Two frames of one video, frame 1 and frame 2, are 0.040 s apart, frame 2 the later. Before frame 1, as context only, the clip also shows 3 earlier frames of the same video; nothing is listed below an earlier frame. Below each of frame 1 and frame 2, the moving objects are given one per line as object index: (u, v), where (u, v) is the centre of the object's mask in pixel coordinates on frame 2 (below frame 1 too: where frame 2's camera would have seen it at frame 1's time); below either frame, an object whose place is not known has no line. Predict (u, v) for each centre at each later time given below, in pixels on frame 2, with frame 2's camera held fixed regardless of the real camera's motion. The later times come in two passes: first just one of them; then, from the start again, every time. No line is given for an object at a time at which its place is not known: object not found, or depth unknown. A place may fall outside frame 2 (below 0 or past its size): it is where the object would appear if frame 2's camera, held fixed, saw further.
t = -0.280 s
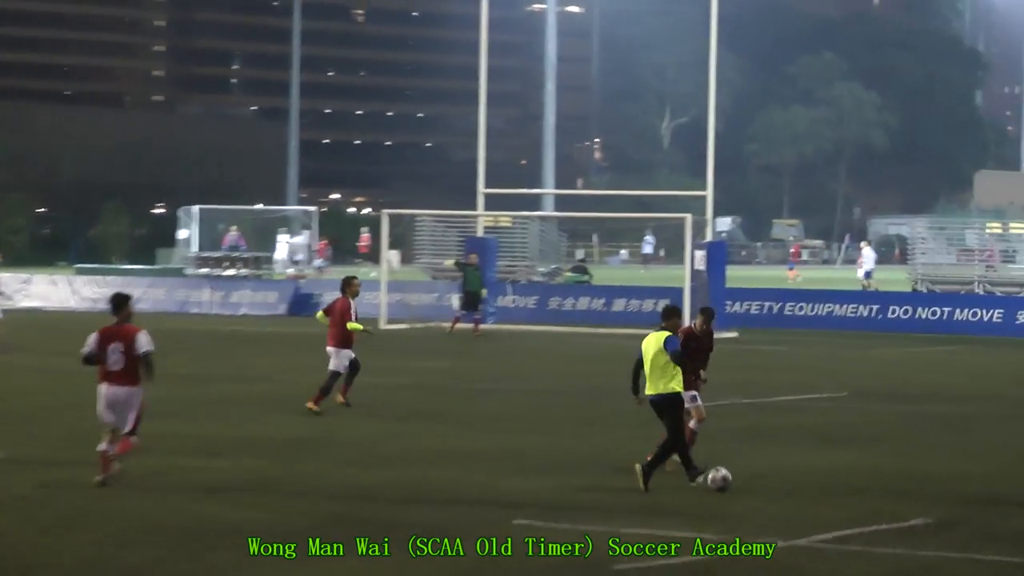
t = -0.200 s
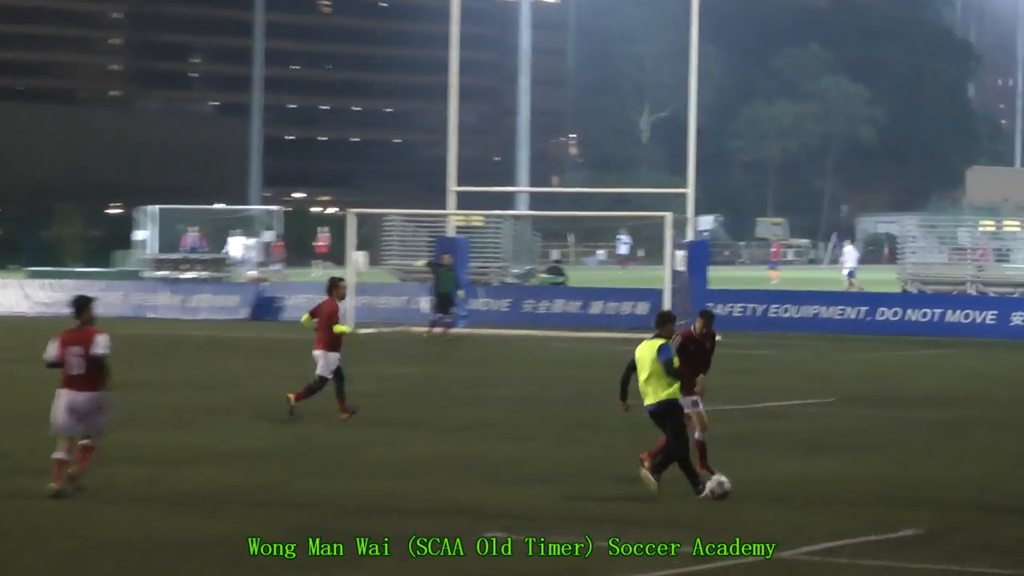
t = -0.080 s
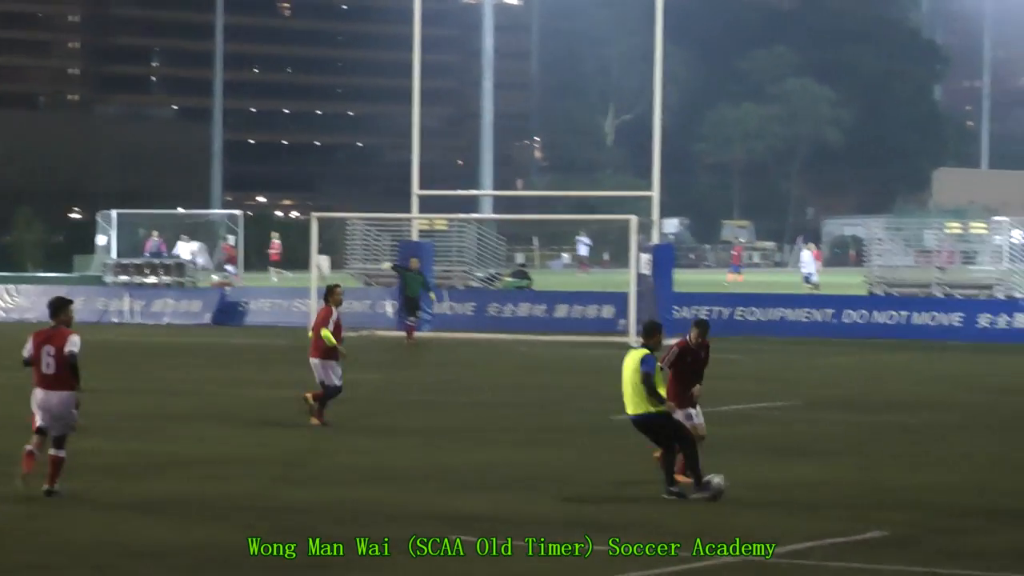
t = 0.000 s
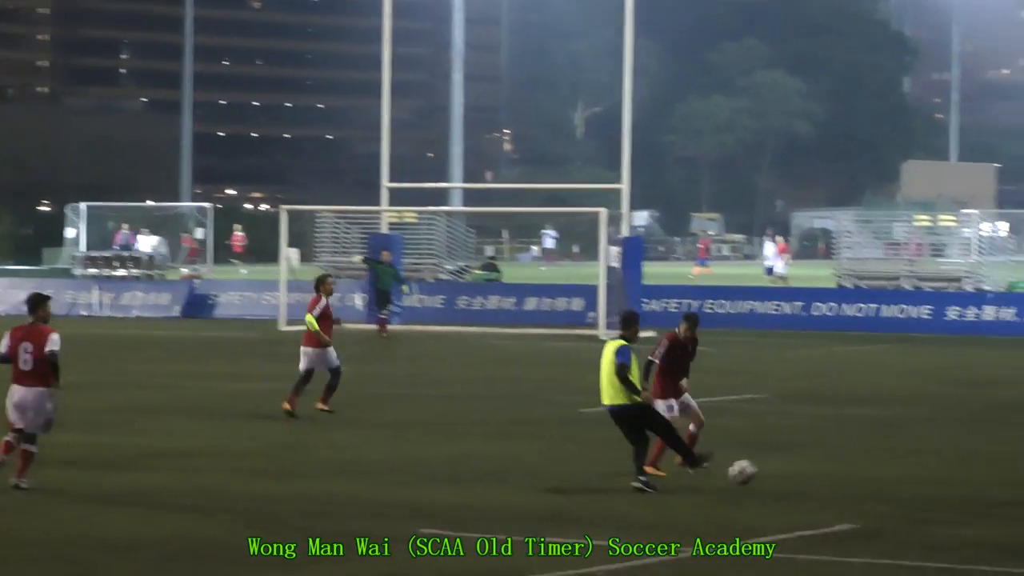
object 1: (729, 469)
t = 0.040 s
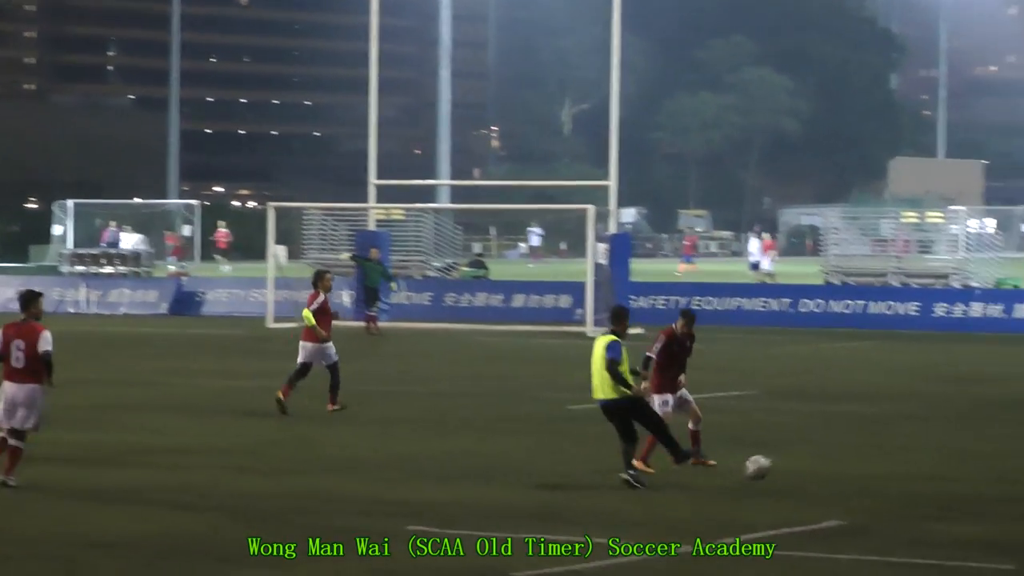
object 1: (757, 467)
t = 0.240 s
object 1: (879, 454)
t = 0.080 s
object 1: (784, 463)
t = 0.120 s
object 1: (810, 461)
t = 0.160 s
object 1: (835, 460)
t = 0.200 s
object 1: (857, 456)
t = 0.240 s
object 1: (879, 454)
